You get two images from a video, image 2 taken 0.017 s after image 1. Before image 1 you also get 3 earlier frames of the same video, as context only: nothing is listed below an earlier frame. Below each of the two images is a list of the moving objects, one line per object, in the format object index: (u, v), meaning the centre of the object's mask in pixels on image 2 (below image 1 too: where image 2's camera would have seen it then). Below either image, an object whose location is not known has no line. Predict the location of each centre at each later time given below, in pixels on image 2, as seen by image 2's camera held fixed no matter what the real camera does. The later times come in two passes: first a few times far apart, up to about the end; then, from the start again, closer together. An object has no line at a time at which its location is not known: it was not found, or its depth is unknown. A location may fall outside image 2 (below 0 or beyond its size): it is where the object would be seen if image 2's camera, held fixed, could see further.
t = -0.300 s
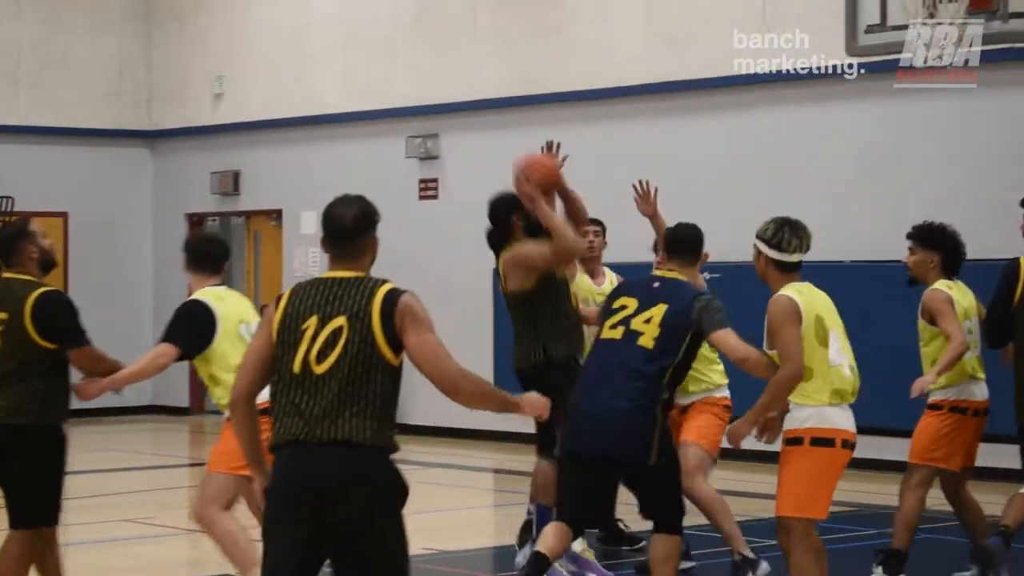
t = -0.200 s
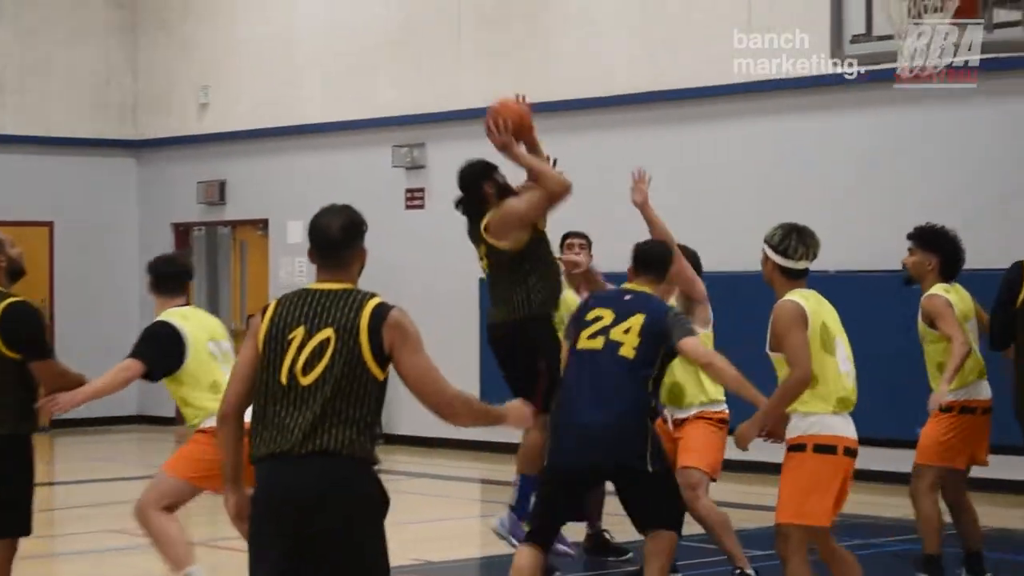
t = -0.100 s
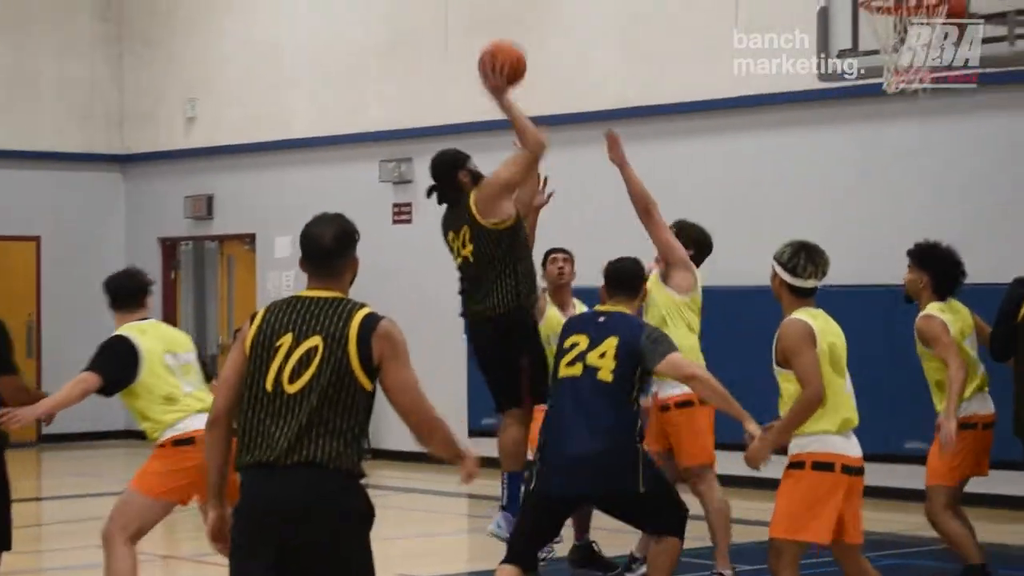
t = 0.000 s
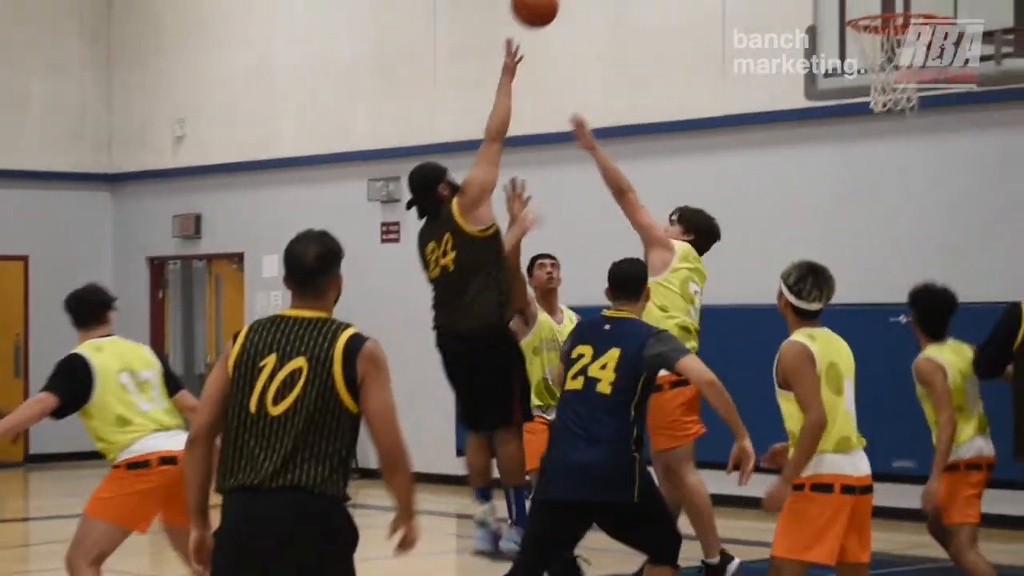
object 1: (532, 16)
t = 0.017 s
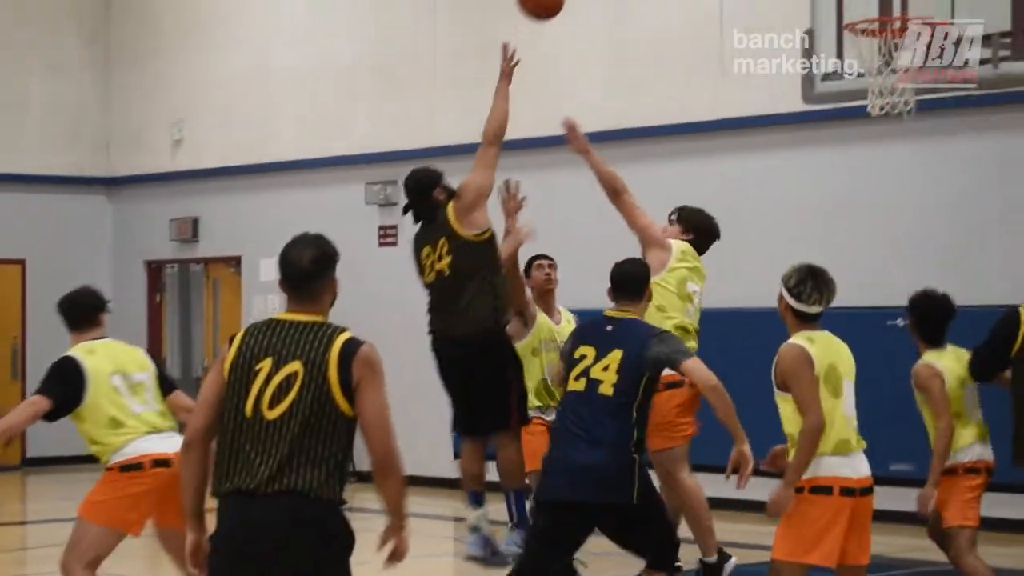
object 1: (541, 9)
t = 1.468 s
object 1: (878, 68)
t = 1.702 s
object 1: (881, 133)
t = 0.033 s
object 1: (550, 2)
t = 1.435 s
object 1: (877, 65)
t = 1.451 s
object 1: (877, 66)
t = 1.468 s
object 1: (878, 68)
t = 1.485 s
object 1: (878, 71)
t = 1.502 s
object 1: (877, 73)
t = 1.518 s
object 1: (878, 77)
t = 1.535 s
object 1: (878, 80)
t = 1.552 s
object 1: (877, 82)
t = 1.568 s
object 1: (877, 90)
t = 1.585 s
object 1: (879, 98)
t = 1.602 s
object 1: (881, 100)
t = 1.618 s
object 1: (881, 106)
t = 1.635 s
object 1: (881, 115)
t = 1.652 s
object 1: (882, 117)
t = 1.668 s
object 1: (881, 124)
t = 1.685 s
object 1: (881, 128)
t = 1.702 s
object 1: (881, 133)
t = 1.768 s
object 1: (884, 164)
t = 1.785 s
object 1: (884, 173)
